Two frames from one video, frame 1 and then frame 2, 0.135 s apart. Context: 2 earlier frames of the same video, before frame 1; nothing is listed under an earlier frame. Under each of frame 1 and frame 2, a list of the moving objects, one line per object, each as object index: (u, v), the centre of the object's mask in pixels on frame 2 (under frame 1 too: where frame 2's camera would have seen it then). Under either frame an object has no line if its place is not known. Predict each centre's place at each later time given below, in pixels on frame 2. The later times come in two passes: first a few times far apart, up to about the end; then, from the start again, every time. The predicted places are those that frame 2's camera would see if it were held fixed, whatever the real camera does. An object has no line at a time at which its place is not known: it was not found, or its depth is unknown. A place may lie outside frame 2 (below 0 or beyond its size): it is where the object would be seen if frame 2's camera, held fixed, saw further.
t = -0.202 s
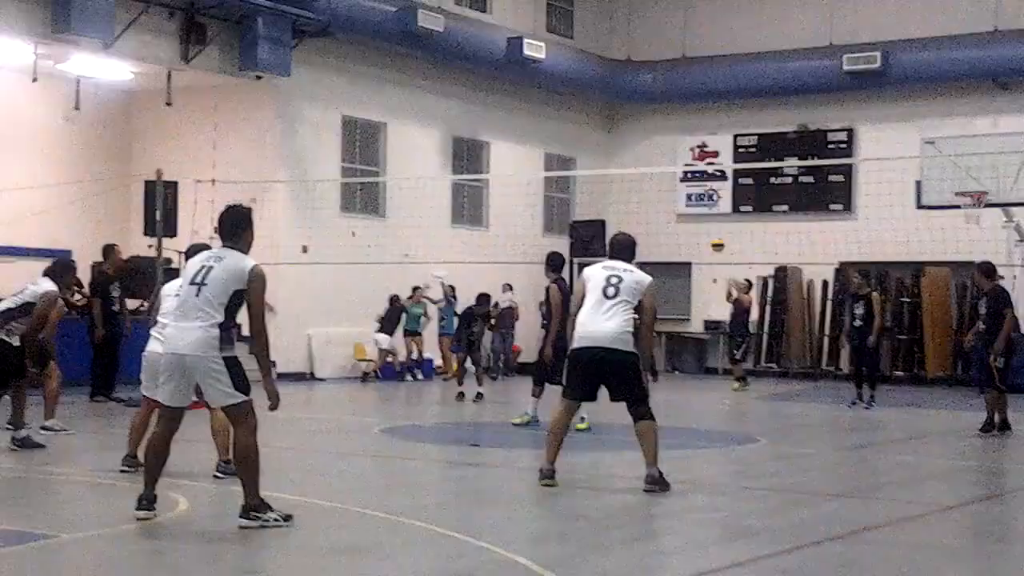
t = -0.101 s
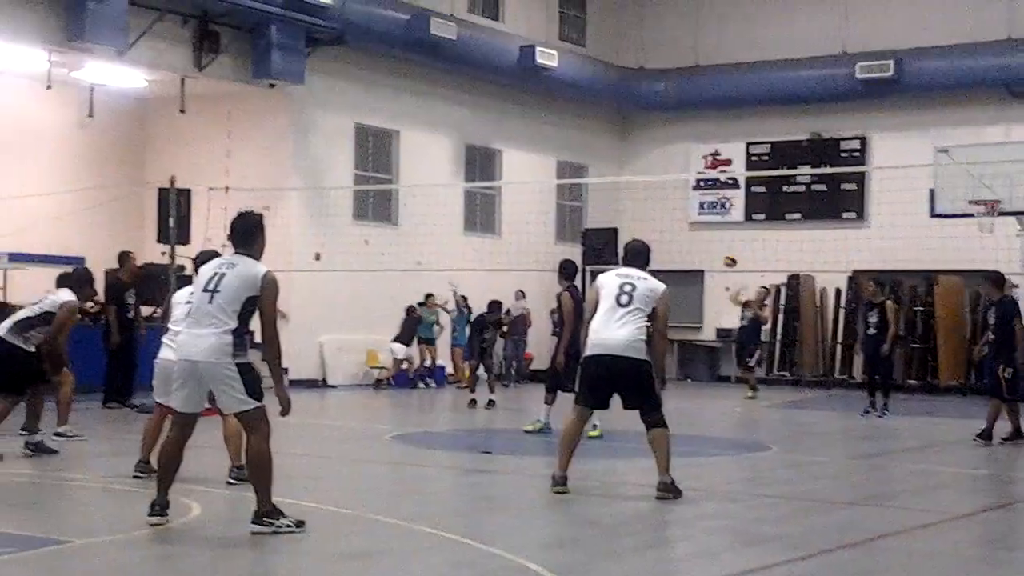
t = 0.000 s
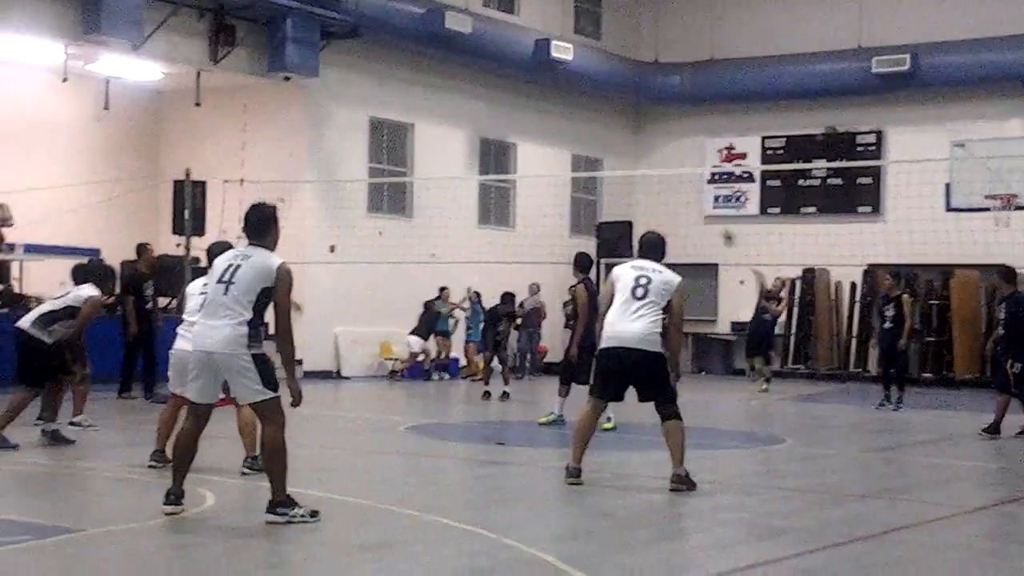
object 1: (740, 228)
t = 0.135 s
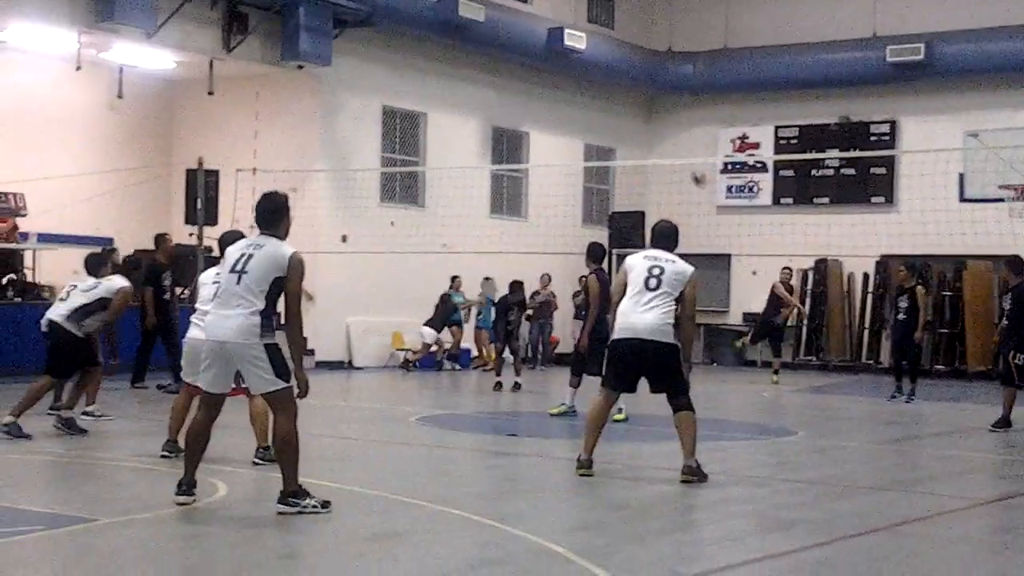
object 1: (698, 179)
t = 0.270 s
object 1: (657, 137)
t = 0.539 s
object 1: (557, 87)
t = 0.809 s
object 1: (420, 99)
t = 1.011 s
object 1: (286, 180)
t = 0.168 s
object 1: (688, 169)
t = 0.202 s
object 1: (677, 153)
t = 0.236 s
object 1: (667, 146)
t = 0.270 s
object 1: (657, 137)
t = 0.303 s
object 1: (645, 128)
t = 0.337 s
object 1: (634, 120)
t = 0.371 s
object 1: (622, 113)
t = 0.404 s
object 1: (610, 107)
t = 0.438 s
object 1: (598, 101)
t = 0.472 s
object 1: (585, 96)
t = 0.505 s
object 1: (572, 92)
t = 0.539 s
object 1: (557, 87)
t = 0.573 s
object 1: (542, 84)
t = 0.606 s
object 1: (527, 82)
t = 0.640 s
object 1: (511, 81)
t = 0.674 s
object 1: (494, 81)
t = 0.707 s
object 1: (477, 84)
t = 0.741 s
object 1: (457, 88)
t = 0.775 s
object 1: (439, 93)
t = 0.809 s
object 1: (420, 99)
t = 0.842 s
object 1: (401, 109)
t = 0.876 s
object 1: (378, 119)
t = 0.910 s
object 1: (356, 132)
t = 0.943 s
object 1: (334, 146)
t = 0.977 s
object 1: (311, 162)
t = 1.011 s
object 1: (286, 180)
